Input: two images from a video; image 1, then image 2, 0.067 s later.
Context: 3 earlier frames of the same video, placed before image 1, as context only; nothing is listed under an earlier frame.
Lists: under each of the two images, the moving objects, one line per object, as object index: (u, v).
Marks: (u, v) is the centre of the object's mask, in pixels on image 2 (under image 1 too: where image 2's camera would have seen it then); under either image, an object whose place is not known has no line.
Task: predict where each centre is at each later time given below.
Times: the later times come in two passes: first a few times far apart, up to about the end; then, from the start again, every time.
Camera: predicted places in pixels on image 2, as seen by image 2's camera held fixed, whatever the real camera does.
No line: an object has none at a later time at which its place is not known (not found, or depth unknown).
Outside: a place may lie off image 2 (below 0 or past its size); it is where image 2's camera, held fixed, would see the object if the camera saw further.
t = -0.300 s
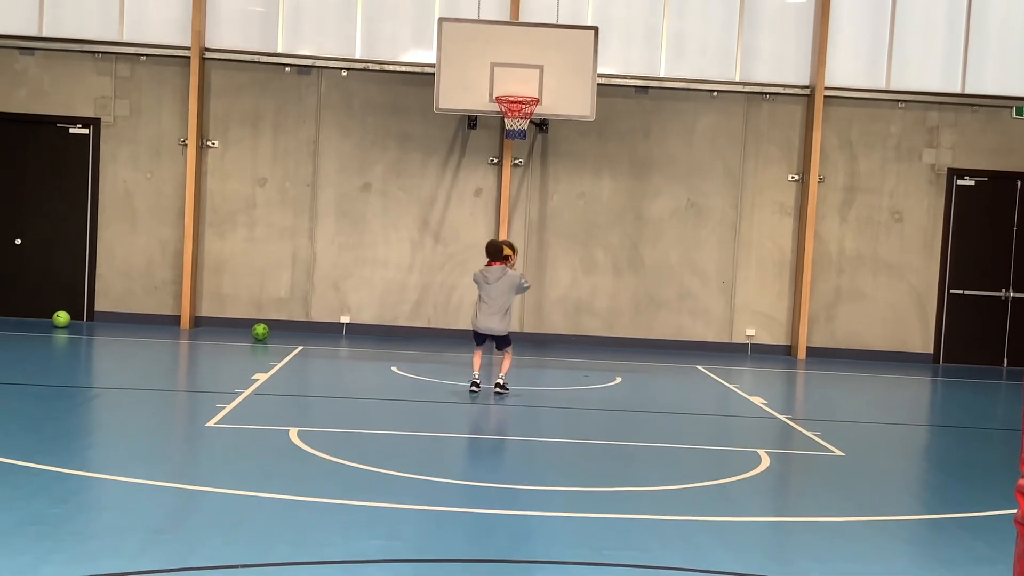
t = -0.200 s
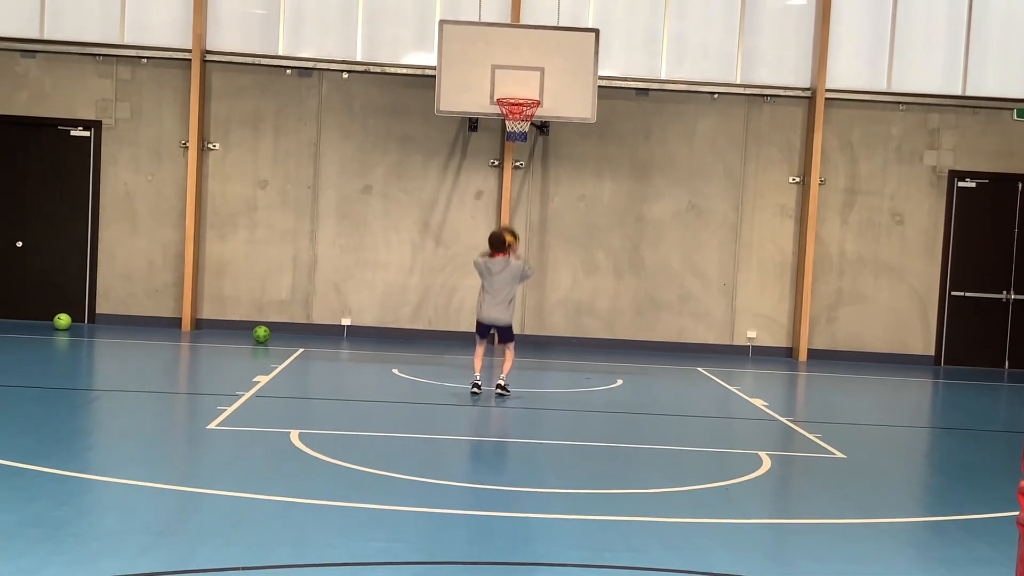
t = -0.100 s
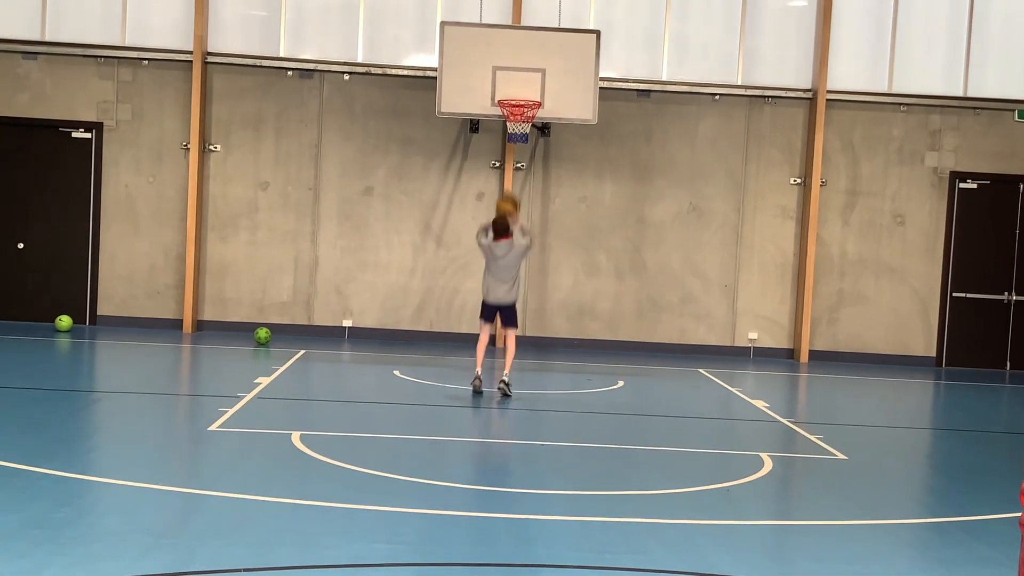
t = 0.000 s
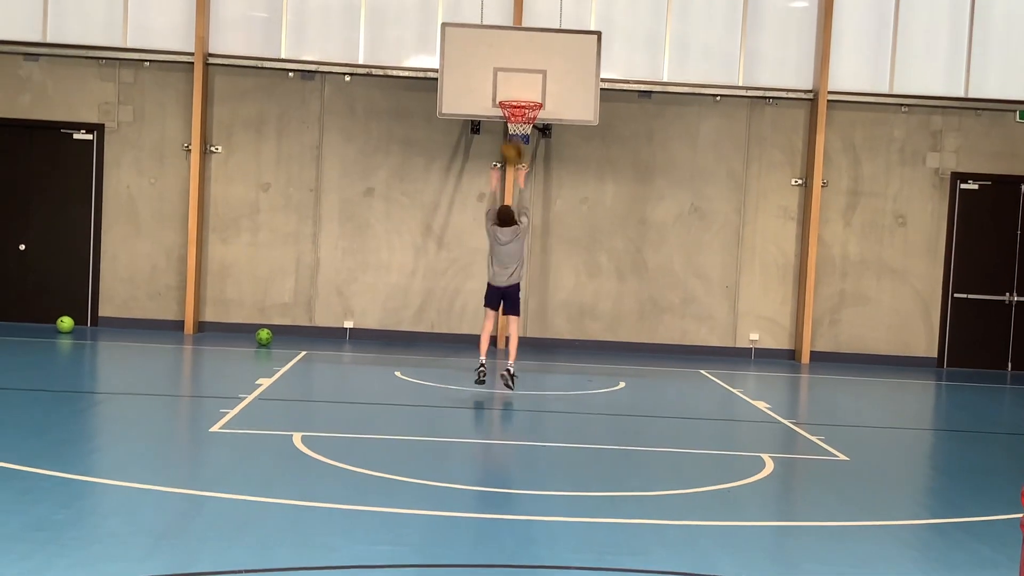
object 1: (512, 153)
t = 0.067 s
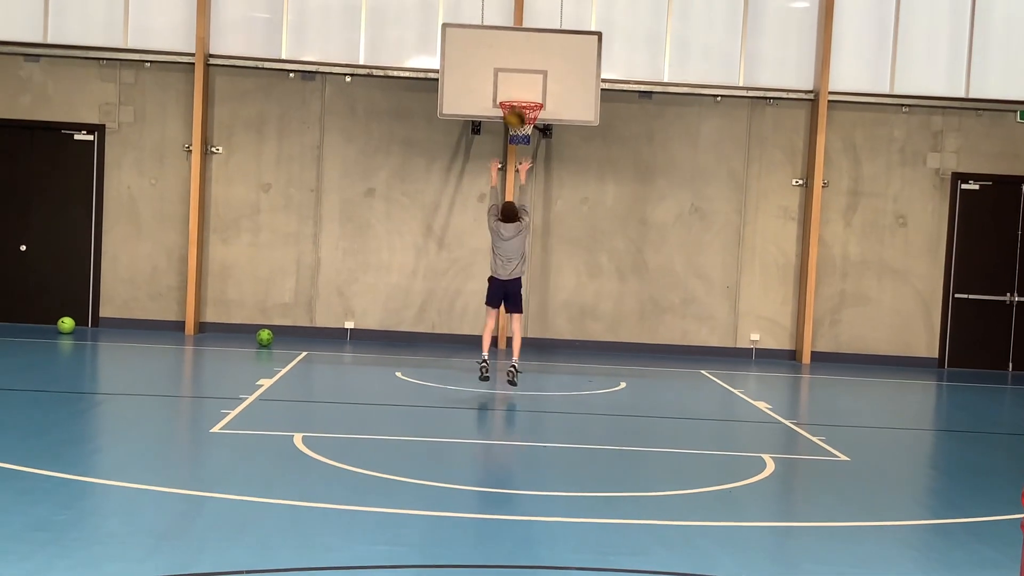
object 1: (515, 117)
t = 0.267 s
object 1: (518, 46)
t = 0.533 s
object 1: (519, 13)
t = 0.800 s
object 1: (519, 30)
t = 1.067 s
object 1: (523, 91)
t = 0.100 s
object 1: (515, 104)
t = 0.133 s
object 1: (516, 89)
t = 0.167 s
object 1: (517, 76)
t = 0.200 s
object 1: (517, 65)
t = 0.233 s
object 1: (518, 55)
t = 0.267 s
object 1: (518, 46)
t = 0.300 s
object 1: (518, 38)
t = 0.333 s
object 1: (519, 31)
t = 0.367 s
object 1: (519, 26)
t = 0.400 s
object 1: (519, 20)
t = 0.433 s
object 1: (519, 18)
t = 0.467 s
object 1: (519, 15)
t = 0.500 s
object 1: (519, 13)
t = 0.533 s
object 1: (519, 13)
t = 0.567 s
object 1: (518, 13)
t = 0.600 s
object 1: (518, 15)
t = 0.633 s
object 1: (518, 18)
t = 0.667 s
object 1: (517, 21)
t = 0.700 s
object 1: (517, 24)
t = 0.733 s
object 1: (518, 25)
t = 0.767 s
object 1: (519, 27)
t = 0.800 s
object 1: (519, 30)
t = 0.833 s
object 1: (520, 34)
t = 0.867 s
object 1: (520, 39)
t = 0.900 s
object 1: (521, 46)
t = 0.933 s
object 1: (521, 52)
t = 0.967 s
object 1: (522, 61)
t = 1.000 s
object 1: (522, 70)
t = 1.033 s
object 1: (522, 80)
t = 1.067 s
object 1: (523, 91)
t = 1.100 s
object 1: (522, 105)
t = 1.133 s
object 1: (522, 117)
